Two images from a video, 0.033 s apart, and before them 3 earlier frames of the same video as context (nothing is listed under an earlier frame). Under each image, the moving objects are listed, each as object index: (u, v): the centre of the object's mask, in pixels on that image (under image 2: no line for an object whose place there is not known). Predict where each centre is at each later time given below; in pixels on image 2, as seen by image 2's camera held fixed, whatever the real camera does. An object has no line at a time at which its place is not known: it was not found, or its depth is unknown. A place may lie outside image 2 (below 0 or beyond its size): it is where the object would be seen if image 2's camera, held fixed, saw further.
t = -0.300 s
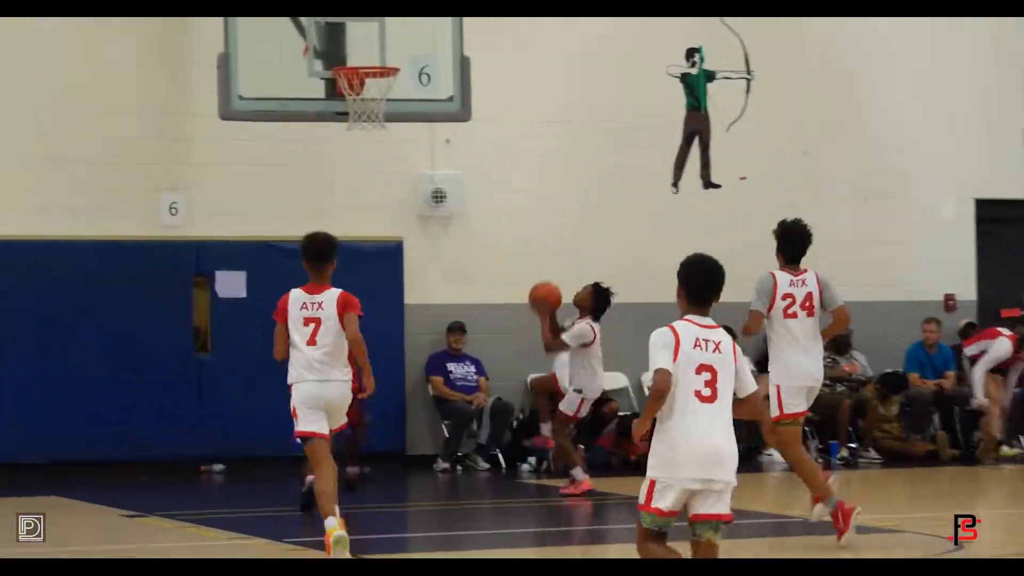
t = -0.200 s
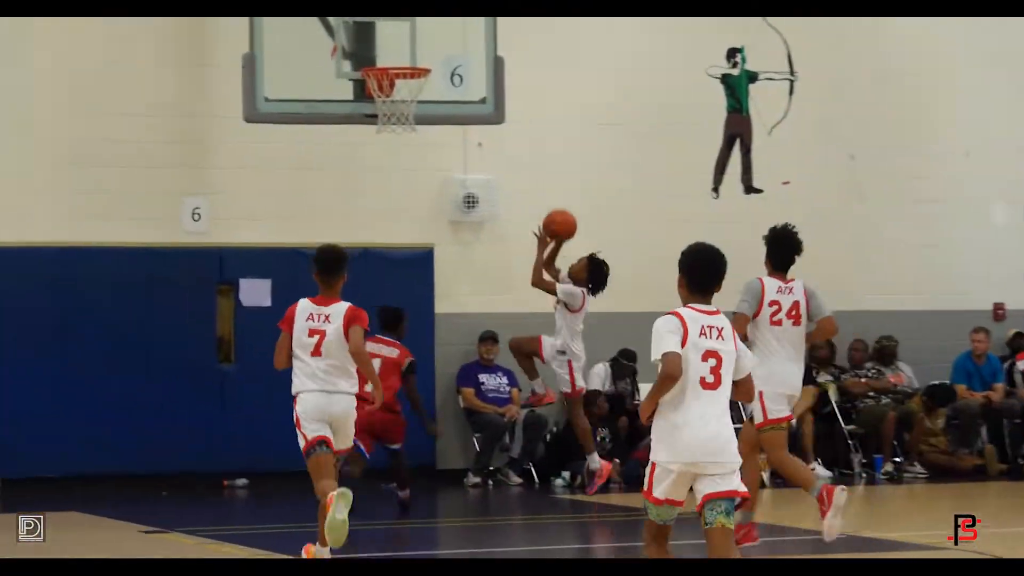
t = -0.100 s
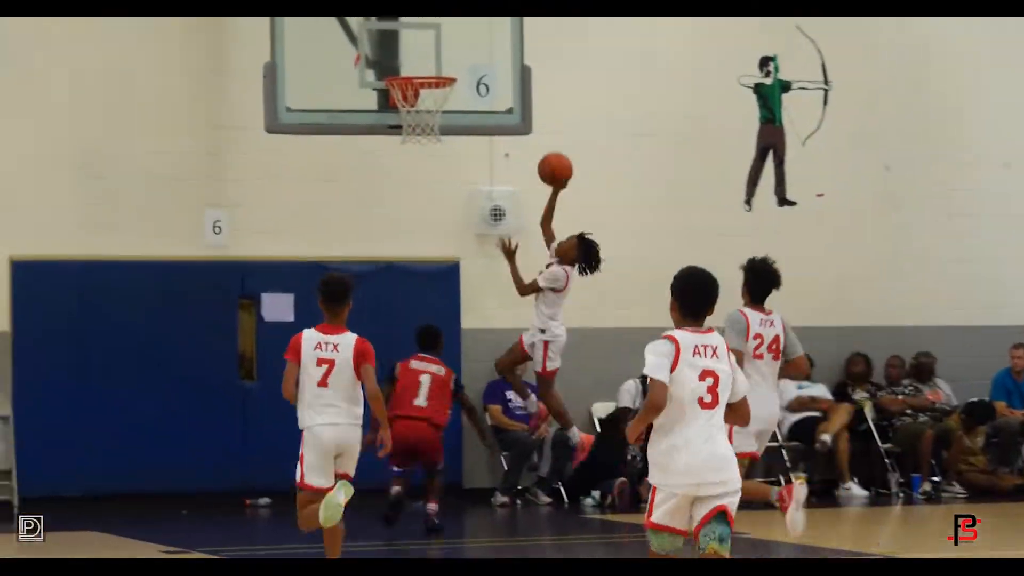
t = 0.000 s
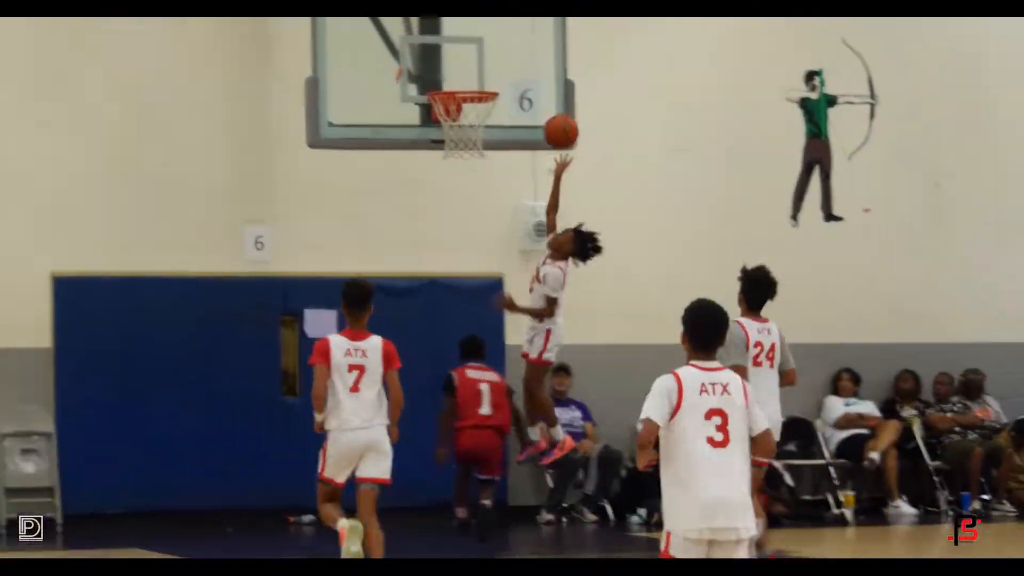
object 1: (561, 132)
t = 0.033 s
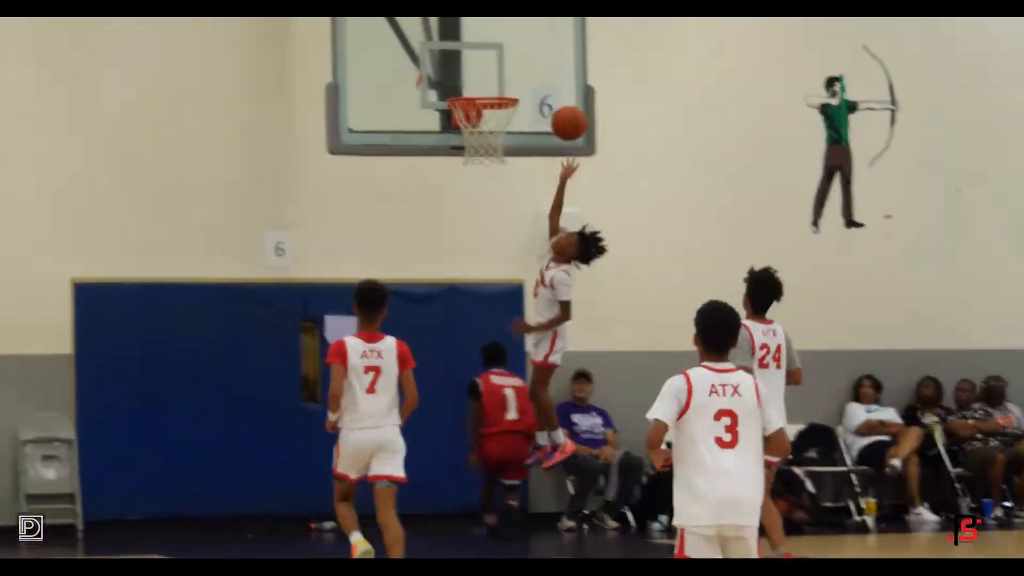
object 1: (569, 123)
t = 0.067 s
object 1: (556, 110)
